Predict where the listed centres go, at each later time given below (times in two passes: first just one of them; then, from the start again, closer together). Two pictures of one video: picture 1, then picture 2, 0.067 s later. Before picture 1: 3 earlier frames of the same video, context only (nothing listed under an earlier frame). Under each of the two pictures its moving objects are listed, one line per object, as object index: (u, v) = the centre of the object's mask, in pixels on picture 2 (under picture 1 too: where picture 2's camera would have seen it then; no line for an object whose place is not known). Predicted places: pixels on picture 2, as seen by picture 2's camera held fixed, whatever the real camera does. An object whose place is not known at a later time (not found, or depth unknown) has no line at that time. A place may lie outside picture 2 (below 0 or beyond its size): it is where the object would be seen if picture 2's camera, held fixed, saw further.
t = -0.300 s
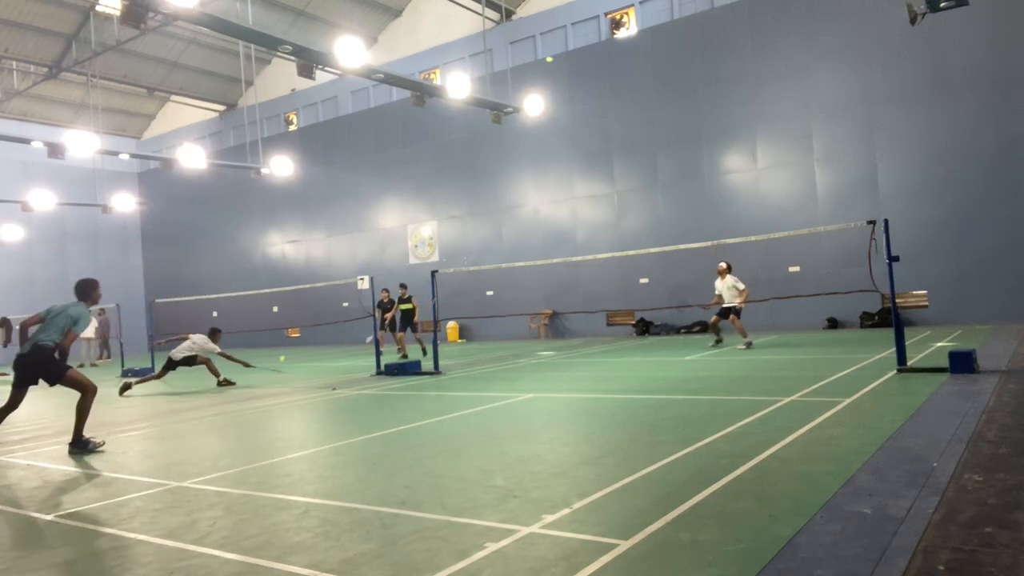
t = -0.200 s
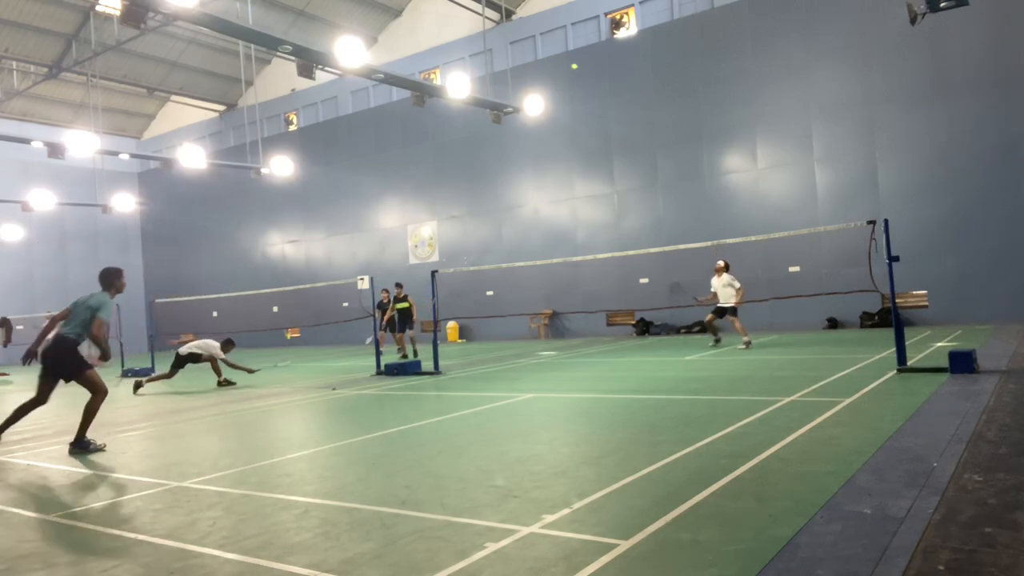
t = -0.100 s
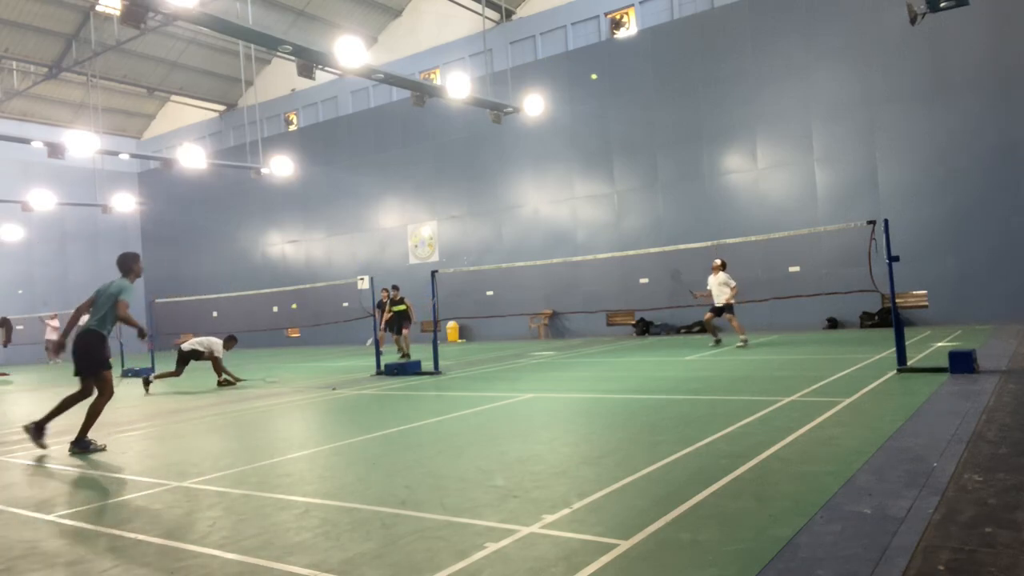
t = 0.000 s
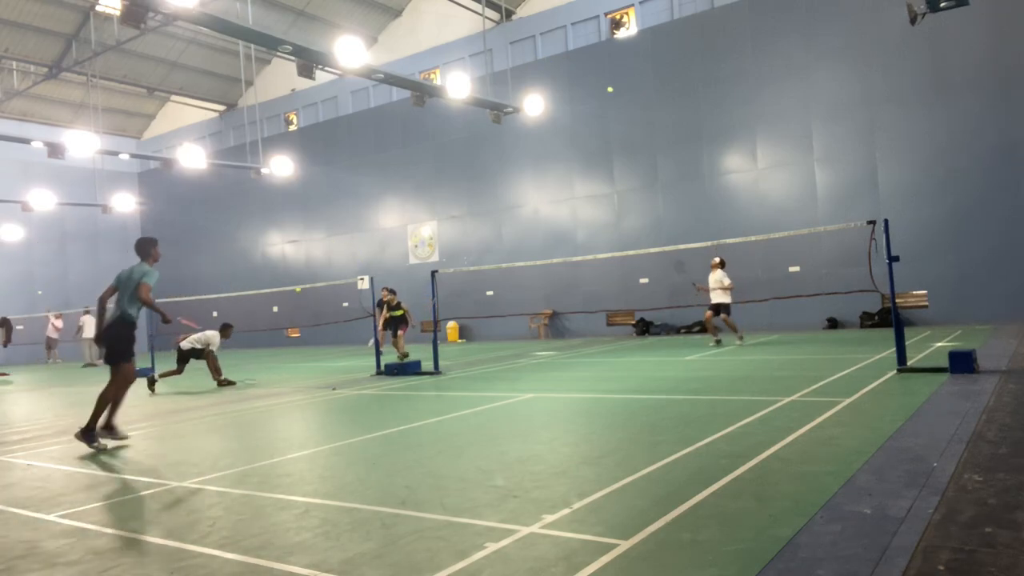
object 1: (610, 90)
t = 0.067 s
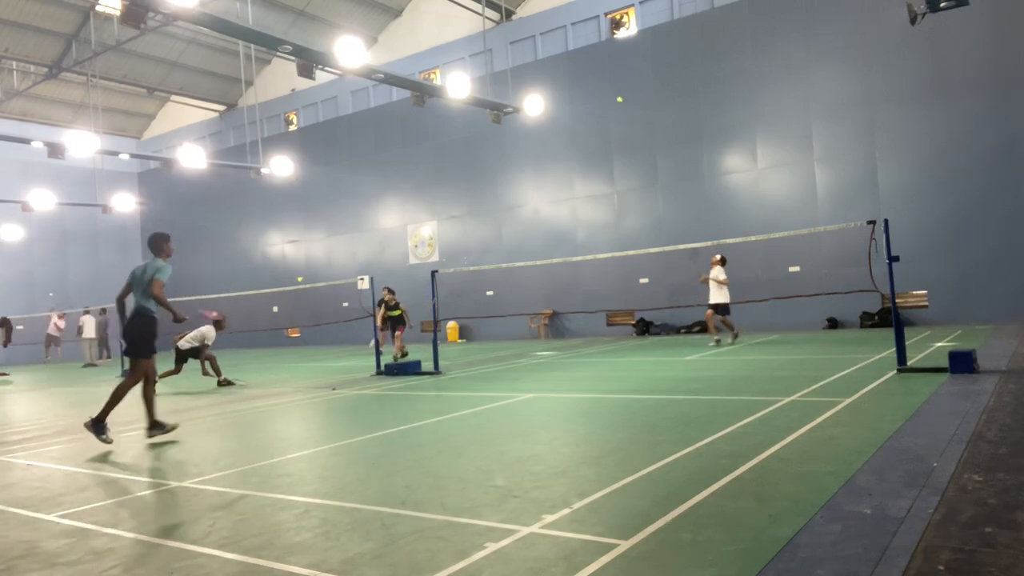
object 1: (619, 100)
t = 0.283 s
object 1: (644, 138)
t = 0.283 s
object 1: (644, 138)
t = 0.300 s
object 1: (646, 141)
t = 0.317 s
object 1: (648, 145)
